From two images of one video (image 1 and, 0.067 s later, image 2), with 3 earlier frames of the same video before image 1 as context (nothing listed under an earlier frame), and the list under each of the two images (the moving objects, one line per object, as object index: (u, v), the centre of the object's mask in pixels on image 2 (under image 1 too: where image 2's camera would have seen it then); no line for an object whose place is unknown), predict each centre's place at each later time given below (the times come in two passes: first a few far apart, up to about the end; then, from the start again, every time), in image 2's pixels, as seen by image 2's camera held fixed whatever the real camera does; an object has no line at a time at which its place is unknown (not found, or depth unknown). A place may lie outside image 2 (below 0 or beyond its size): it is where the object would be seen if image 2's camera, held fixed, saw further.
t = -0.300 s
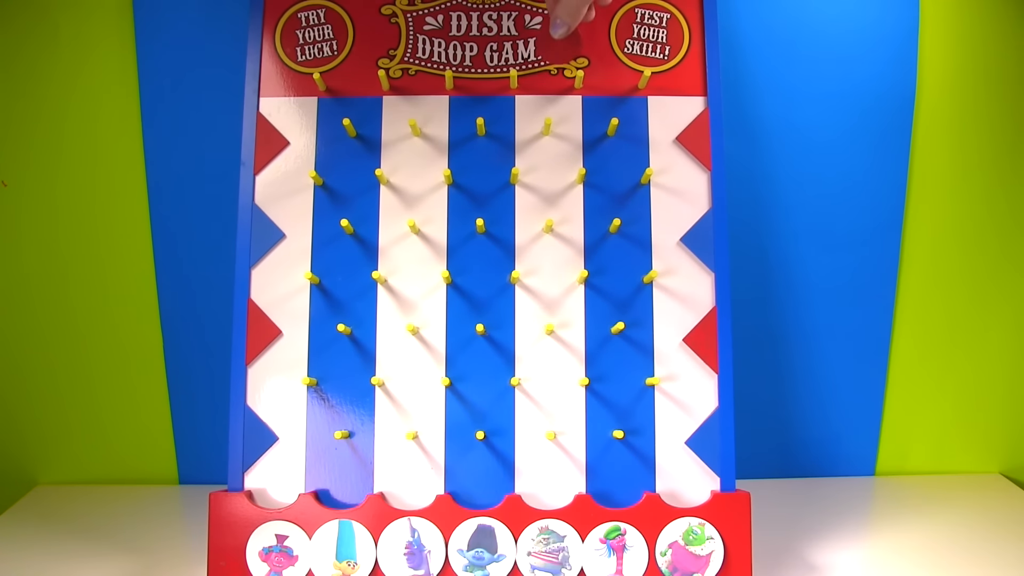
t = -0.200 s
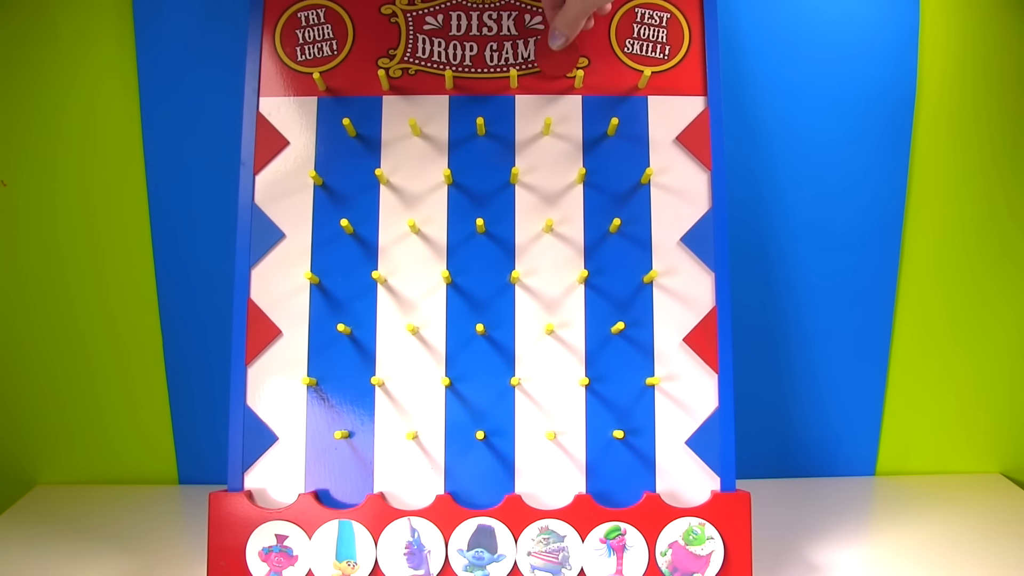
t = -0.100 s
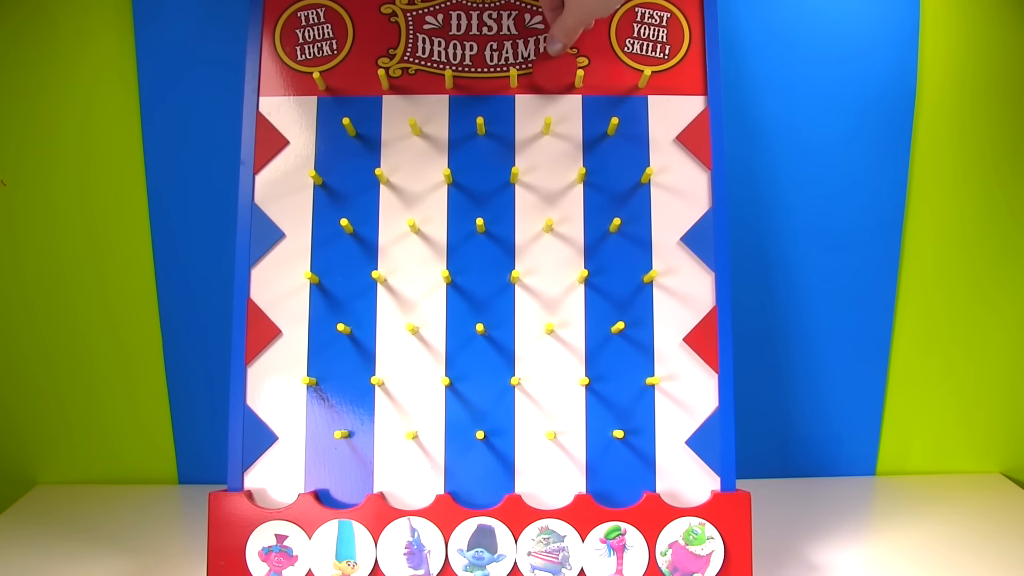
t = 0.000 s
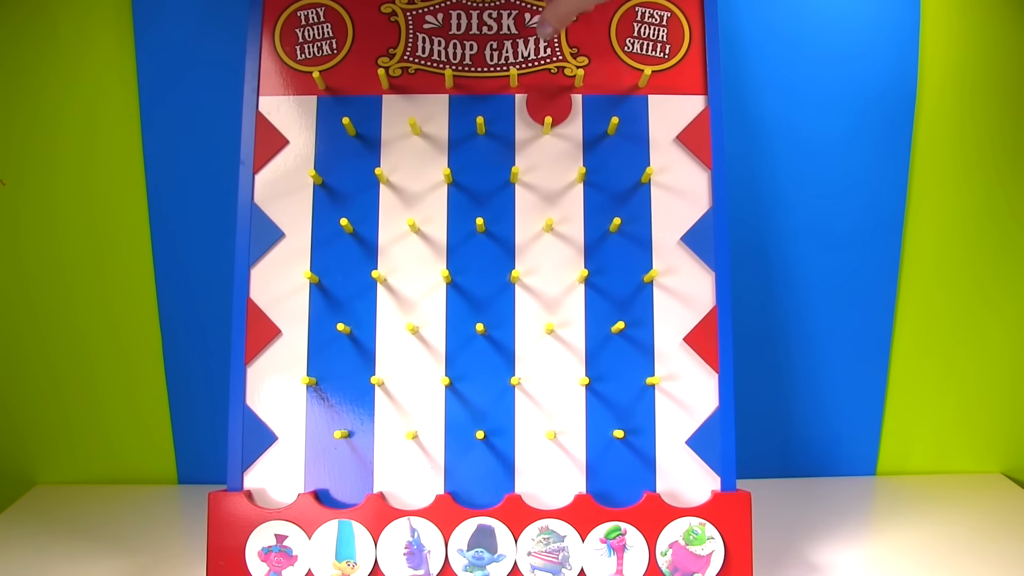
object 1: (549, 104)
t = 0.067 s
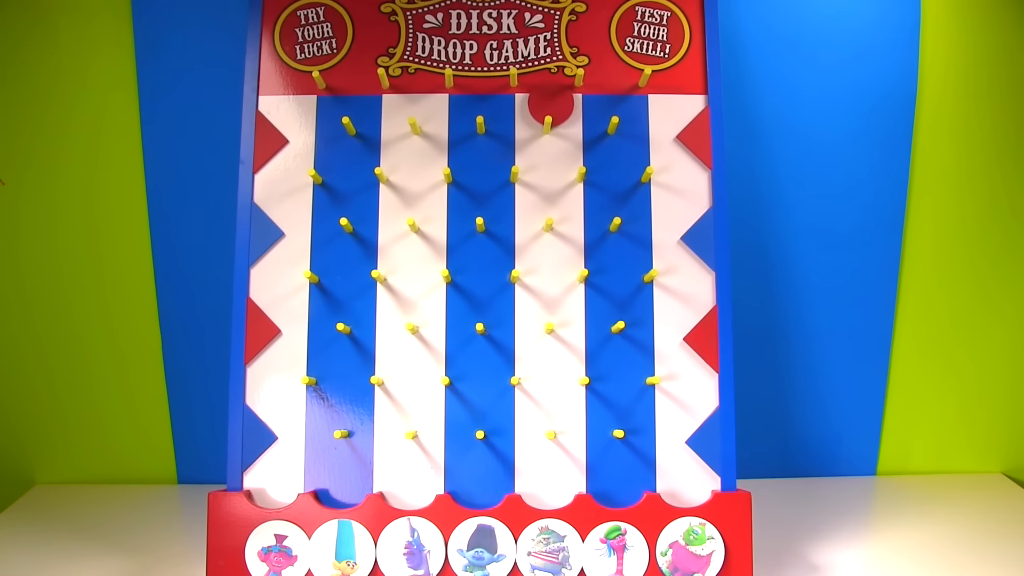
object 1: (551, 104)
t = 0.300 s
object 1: (591, 152)
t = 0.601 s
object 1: (600, 203)
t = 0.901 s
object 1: (542, 300)
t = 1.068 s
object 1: (524, 313)
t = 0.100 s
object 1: (554, 104)
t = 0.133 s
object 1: (558, 106)
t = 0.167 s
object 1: (565, 110)
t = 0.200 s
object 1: (573, 121)
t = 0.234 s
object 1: (582, 143)
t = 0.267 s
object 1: (592, 147)
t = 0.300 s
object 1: (591, 152)
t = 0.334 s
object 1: (596, 154)
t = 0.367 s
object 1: (602, 161)
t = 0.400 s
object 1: (608, 175)
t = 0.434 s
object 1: (615, 198)
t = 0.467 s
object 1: (621, 191)
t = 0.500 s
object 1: (614, 197)
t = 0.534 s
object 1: (610, 197)
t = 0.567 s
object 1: (606, 200)
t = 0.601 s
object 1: (600, 203)
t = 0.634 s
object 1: (593, 210)
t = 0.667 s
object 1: (584, 227)
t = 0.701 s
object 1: (574, 250)
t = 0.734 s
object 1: (566, 252)
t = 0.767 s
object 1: (557, 258)
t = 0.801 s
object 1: (546, 272)
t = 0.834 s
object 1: (542, 296)
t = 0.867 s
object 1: (538, 297)
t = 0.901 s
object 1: (542, 300)
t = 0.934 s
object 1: (541, 302)
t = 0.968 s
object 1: (540, 302)
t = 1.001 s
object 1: (537, 304)
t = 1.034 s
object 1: (532, 306)
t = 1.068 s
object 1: (524, 313)
